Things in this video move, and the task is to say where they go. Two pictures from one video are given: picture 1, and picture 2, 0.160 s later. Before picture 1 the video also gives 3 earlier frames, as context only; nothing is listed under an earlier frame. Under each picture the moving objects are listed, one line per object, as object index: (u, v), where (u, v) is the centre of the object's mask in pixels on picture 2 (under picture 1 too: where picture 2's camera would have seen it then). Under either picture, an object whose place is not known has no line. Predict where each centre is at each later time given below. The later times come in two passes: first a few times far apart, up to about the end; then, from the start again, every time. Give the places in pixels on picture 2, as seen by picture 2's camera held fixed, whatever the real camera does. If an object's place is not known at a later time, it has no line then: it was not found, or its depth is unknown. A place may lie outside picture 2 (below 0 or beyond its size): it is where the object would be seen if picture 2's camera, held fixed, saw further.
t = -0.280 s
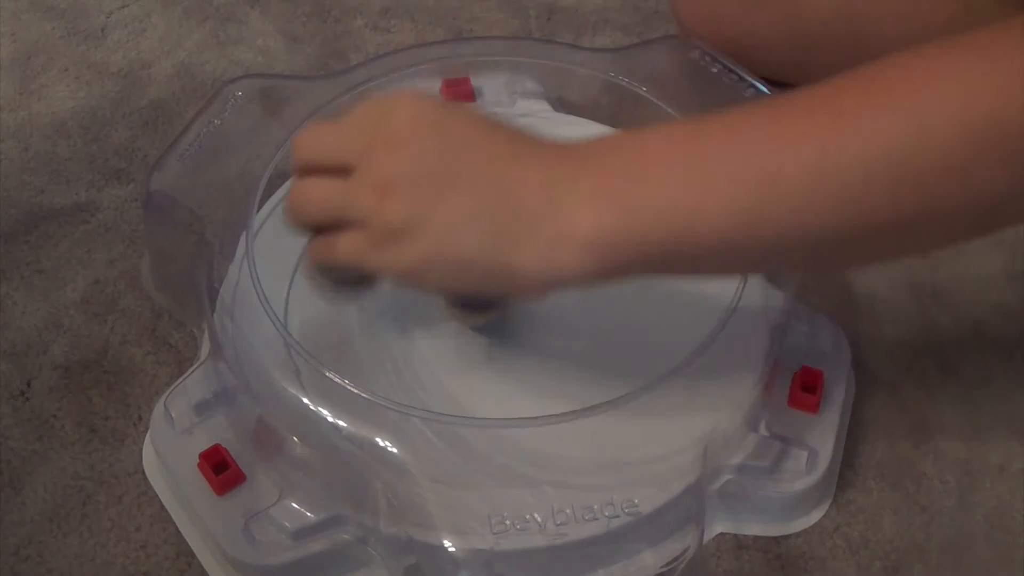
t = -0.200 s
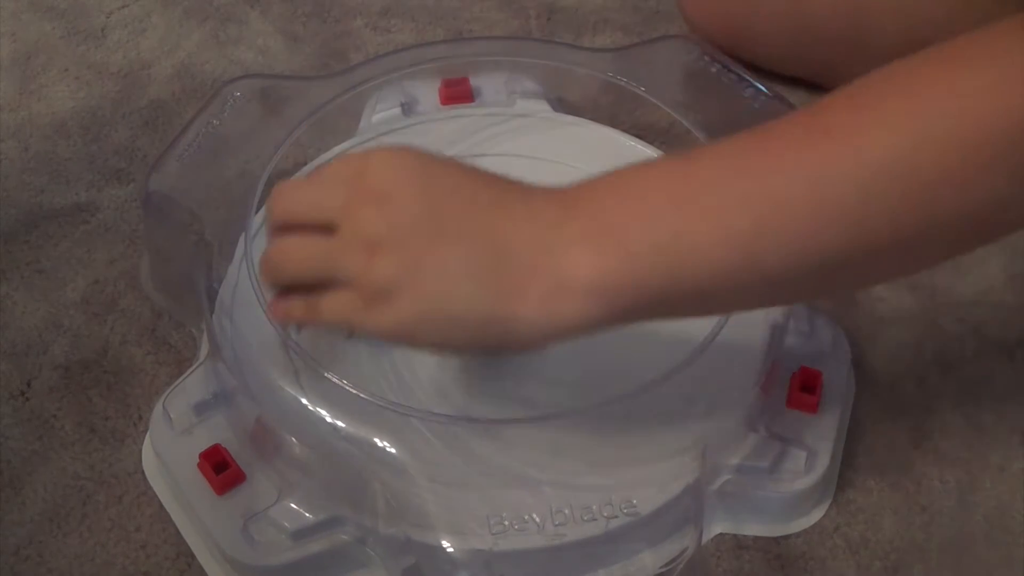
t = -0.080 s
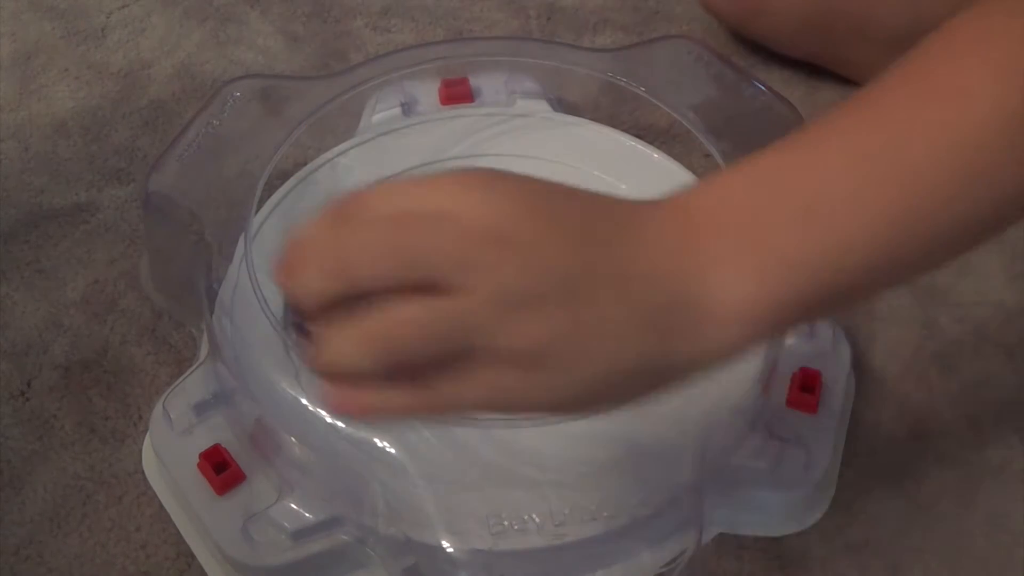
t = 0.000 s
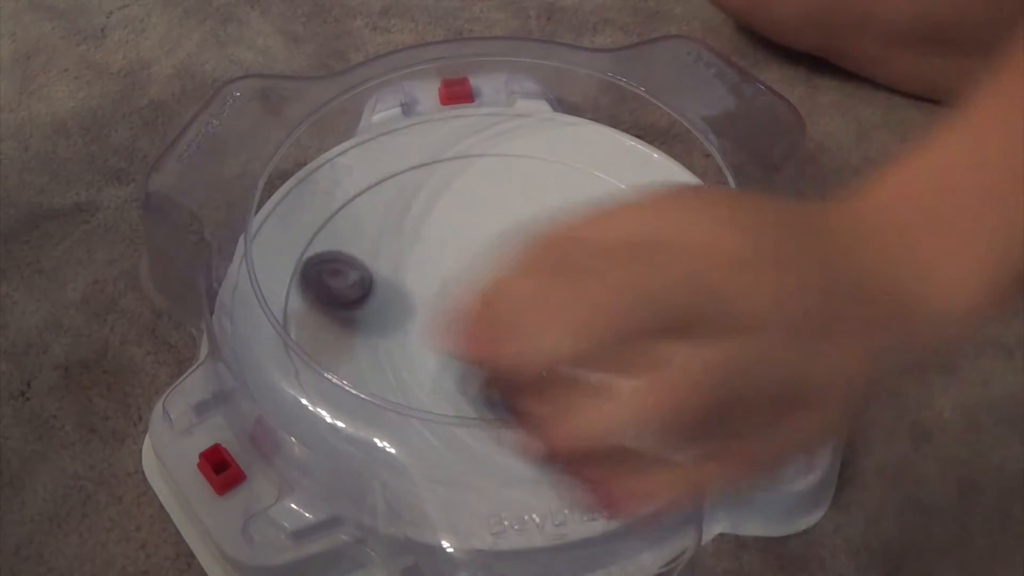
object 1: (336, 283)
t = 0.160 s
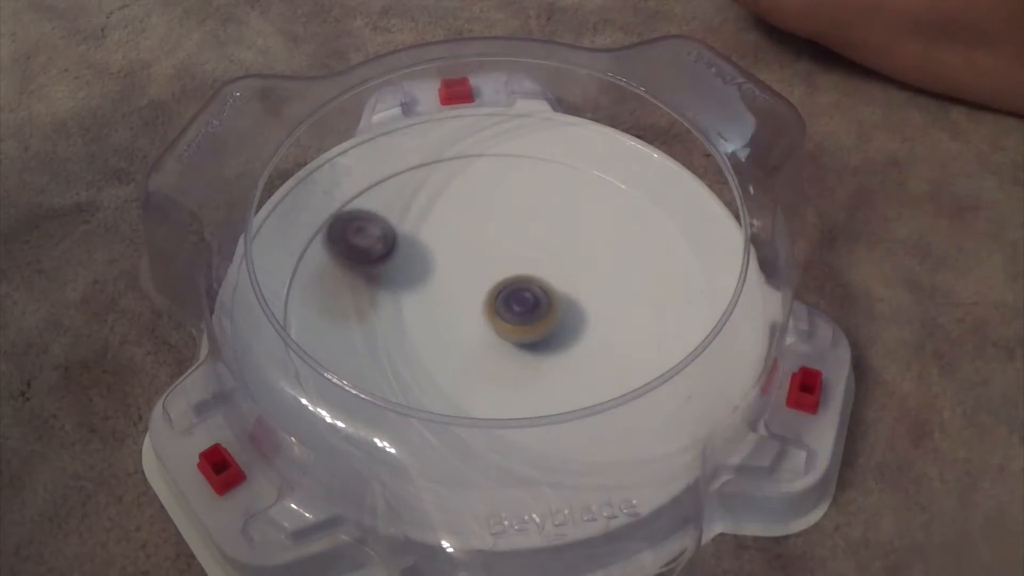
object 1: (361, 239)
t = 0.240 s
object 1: (371, 219)
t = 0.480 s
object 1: (396, 195)
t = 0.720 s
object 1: (423, 201)
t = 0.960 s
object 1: (474, 201)
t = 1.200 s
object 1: (523, 190)
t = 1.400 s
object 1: (535, 183)
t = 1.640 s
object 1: (533, 177)
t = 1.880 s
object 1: (538, 216)
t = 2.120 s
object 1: (598, 275)
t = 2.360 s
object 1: (636, 269)
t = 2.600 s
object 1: (557, 318)
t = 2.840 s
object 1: (520, 394)
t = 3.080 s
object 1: (590, 401)
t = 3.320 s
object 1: (581, 323)
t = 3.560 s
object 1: (516, 347)
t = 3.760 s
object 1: (505, 388)
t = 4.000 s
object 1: (569, 344)
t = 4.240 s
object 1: (583, 266)
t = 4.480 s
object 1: (473, 224)
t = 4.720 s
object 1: (373, 281)
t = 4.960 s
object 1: (451, 374)
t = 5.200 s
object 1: (547, 368)
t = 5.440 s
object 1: (523, 281)
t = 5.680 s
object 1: (401, 296)
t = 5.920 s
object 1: (464, 385)
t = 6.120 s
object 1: (571, 332)
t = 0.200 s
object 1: (366, 229)
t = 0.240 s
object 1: (371, 219)
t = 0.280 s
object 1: (375, 211)
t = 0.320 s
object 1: (379, 204)
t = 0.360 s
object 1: (384, 198)
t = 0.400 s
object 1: (388, 196)
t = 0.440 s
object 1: (392, 194)
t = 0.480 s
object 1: (396, 195)
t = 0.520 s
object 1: (400, 195)
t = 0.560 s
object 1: (403, 194)
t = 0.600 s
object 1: (408, 196)
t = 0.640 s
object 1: (413, 199)
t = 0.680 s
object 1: (418, 200)
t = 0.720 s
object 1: (423, 201)
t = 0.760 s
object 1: (431, 203)
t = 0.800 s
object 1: (438, 203)
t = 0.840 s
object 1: (447, 203)
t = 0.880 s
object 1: (455, 203)
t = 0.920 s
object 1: (464, 202)
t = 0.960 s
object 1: (474, 201)
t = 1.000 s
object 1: (484, 200)
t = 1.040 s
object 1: (494, 198)
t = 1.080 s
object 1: (503, 196)
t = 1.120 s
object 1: (510, 193)
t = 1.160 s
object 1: (518, 192)
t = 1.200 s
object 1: (523, 190)
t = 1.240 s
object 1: (528, 188)
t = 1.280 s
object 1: (531, 186)
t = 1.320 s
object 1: (533, 185)
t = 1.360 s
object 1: (535, 184)
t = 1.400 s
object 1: (535, 183)
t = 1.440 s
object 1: (535, 182)
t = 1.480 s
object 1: (535, 181)
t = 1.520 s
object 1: (534, 180)
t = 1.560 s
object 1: (534, 179)
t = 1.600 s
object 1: (533, 179)
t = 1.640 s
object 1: (533, 177)
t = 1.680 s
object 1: (533, 177)
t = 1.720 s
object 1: (532, 179)
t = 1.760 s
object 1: (530, 185)
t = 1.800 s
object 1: (529, 192)
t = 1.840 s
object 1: (532, 203)
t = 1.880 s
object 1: (538, 216)
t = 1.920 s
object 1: (546, 228)
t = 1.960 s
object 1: (555, 240)
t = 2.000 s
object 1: (566, 251)
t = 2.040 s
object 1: (577, 260)
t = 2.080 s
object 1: (588, 269)
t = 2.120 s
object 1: (598, 275)
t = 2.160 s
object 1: (608, 279)
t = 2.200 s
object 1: (617, 281)
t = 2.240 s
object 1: (625, 280)
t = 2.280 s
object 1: (632, 278)
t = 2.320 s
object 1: (636, 273)
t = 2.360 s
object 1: (636, 269)
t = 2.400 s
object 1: (630, 267)
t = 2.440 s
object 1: (618, 269)
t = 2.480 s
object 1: (603, 276)
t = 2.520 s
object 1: (585, 286)
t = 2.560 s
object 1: (571, 302)
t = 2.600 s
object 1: (557, 318)
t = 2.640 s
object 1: (543, 336)
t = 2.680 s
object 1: (533, 354)
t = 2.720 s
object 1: (525, 369)
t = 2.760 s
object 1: (519, 381)
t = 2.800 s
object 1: (518, 389)
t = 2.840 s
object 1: (520, 394)
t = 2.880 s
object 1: (526, 408)
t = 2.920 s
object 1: (534, 413)
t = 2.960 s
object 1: (545, 413)
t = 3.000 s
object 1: (559, 412)
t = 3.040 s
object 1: (574, 408)
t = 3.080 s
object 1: (590, 401)
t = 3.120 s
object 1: (607, 388)
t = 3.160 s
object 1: (620, 378)
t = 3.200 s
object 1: (624, 362)
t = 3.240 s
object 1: (620, 350)
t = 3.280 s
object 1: (603, 334)
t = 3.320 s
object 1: (581, 323)
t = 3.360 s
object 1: (569, 318)
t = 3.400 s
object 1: (570, 321)
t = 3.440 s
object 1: (564, 324)
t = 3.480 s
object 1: (550, 331)
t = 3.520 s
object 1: (532, 338)
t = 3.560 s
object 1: (516, 347)
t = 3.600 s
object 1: (504, 358)
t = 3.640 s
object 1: (497, 368)
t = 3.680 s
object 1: (495, 377)
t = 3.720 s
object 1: (497, 382)
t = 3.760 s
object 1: (505, 388)
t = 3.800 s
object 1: (517, 392)
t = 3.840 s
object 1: (533, 392)
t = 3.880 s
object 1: (551, 389)
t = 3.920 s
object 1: (566, 379)
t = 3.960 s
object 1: (574, 367)
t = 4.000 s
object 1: (569, 344)
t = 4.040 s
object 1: (570, 328)
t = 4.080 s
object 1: (572, 318)
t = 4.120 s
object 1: (564, 303)
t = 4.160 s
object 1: (562, 291)
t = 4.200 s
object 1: (576, 276)
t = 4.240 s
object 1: (583, 266)
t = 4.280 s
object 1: (581, 255)
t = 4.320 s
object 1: (570, 245)
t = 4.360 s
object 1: (553, 236)
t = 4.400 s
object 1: (528, 227)
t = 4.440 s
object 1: (500, 224)
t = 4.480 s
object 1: (473, 224)
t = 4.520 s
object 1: (449, 230)
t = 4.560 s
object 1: (427, 238)
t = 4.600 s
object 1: (409, 252)
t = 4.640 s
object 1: (395, 264)
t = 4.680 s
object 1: (382, 270)
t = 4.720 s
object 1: (373, 281)
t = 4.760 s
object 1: (371, 296)
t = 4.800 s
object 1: (375, 316)
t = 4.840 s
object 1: (385, 336)
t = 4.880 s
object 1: (403, 354)
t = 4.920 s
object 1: (425, 367)
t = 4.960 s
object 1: (451, 374)
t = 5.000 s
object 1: (478, 377)
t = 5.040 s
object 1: (505, 373)
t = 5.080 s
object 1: (530, 363)
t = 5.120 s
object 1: (537, 367)
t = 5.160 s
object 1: (541, 369)
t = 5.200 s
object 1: (547, 368)
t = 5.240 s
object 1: (555, 357)
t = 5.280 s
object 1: (563, 343)
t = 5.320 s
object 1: (565, 327)
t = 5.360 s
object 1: (557, 308)
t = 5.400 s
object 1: (542, 292)
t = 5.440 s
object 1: (523, 281)
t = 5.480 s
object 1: (501, 273)
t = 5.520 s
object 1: (476, 267)
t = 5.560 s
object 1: (454, 269)
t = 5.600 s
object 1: (432, 272)
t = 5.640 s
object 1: (413, 280)
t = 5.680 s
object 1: (401, 296)
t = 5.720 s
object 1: (394, 313)
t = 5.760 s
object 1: (395, 330)
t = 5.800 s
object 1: (403, 349)
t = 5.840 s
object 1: (417, 366)
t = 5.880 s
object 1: (438, 378)
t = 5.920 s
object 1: (464, 385)
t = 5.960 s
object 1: (492, 386)
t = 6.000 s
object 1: (518, 381)
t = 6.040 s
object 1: (542, 370)
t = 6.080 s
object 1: (561, 352)
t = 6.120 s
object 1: (571, 332)
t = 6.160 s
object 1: (574, 311)
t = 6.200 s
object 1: (570, 289)
